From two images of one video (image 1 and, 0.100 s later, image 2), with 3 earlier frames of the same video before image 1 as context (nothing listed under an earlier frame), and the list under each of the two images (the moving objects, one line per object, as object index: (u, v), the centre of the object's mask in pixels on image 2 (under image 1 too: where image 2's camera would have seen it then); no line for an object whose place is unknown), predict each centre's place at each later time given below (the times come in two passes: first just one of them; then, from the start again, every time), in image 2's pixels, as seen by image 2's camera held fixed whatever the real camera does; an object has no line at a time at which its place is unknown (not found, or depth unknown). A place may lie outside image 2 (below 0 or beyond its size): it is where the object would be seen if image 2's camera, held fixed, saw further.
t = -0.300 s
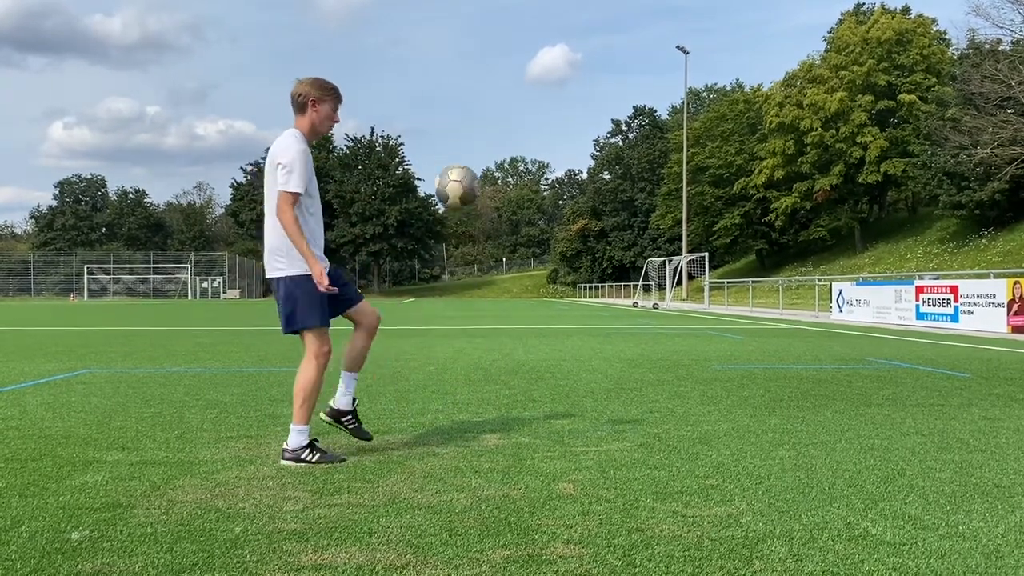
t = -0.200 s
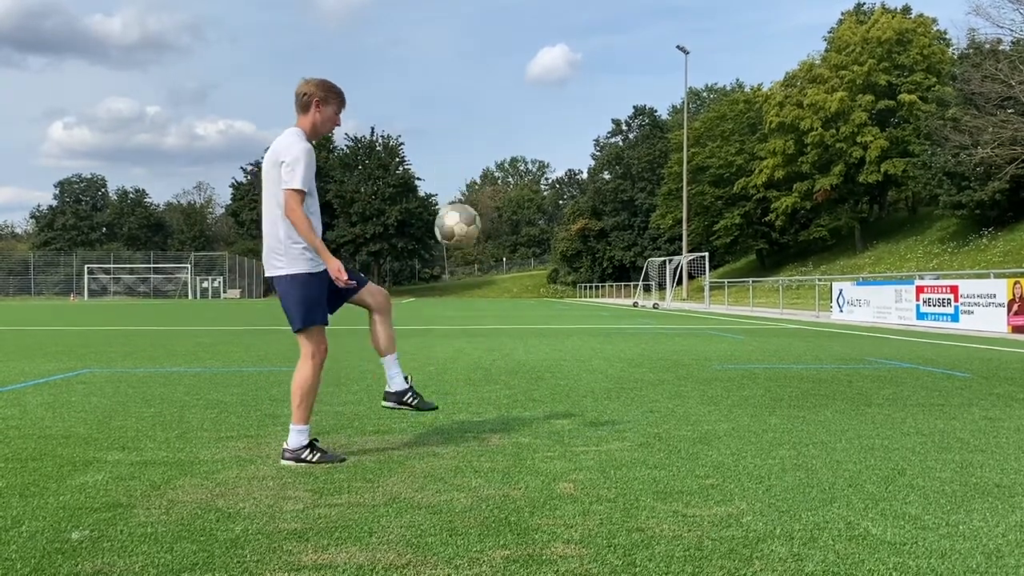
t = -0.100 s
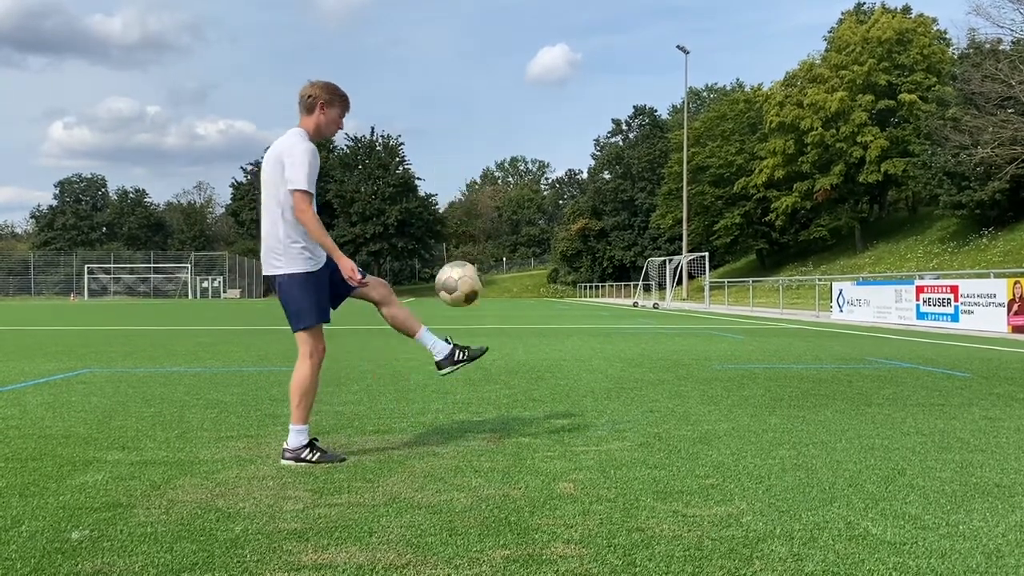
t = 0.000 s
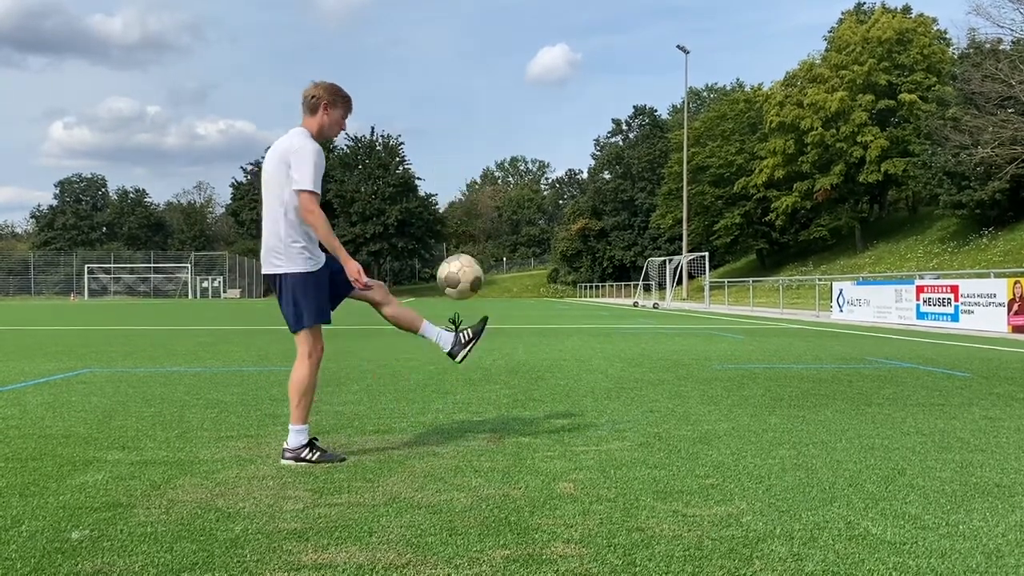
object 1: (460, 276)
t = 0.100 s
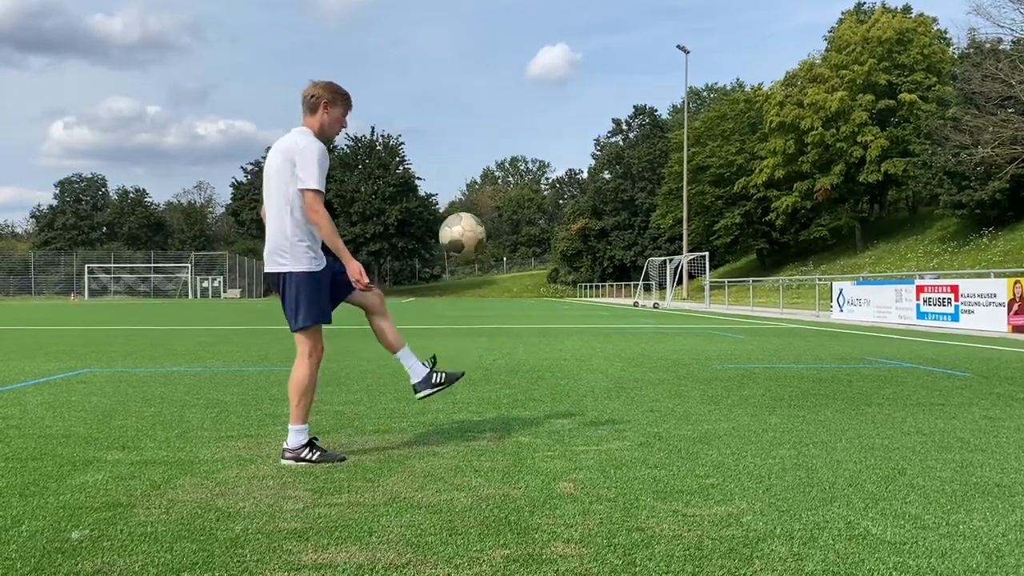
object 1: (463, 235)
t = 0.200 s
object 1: (465, 214)
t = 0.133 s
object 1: (463, 225)
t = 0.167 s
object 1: (464, 219)
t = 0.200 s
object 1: (465, 214)
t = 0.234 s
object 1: (466, 213)
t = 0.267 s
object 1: (466, 212)
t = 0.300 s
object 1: (466, 212)
